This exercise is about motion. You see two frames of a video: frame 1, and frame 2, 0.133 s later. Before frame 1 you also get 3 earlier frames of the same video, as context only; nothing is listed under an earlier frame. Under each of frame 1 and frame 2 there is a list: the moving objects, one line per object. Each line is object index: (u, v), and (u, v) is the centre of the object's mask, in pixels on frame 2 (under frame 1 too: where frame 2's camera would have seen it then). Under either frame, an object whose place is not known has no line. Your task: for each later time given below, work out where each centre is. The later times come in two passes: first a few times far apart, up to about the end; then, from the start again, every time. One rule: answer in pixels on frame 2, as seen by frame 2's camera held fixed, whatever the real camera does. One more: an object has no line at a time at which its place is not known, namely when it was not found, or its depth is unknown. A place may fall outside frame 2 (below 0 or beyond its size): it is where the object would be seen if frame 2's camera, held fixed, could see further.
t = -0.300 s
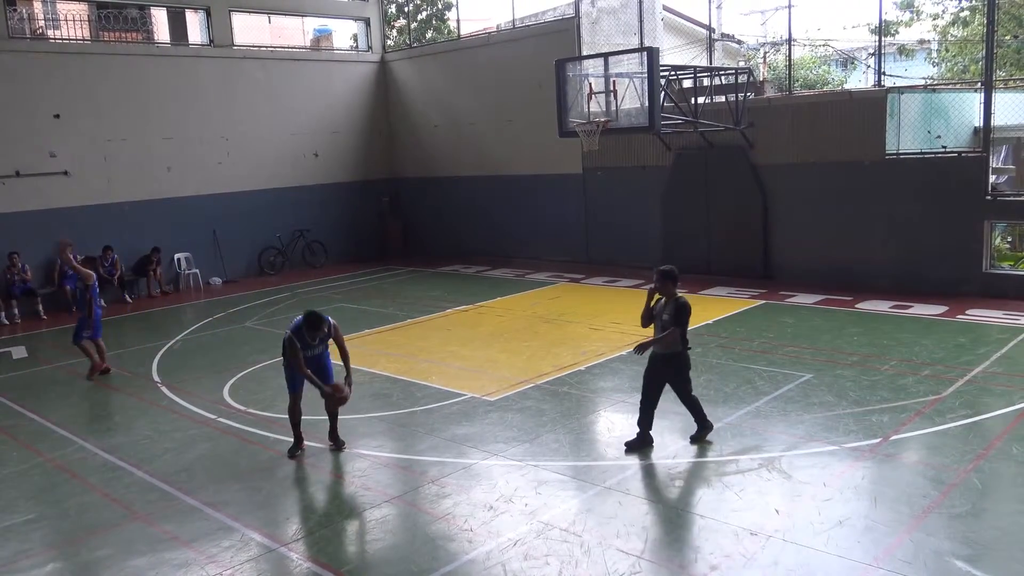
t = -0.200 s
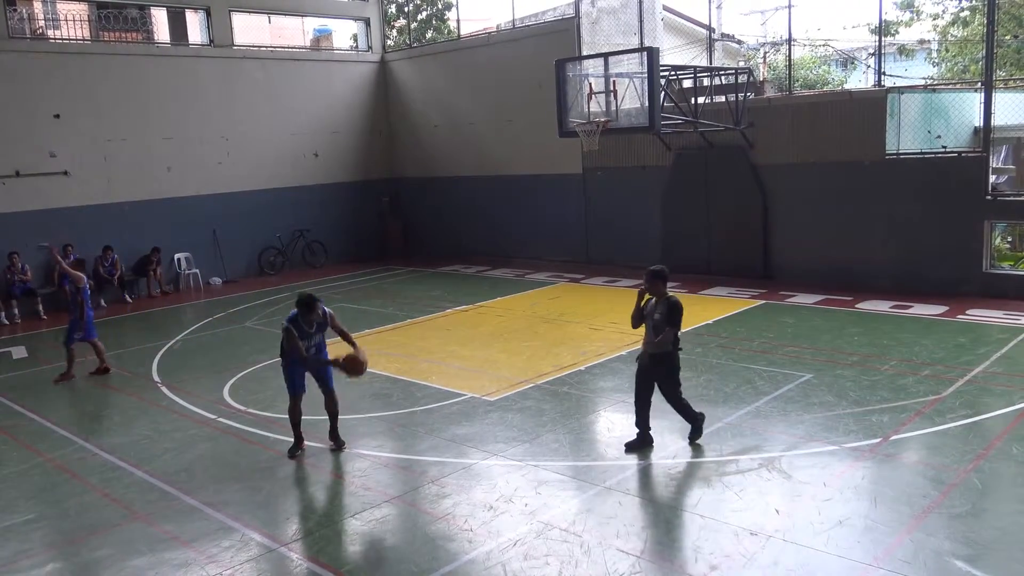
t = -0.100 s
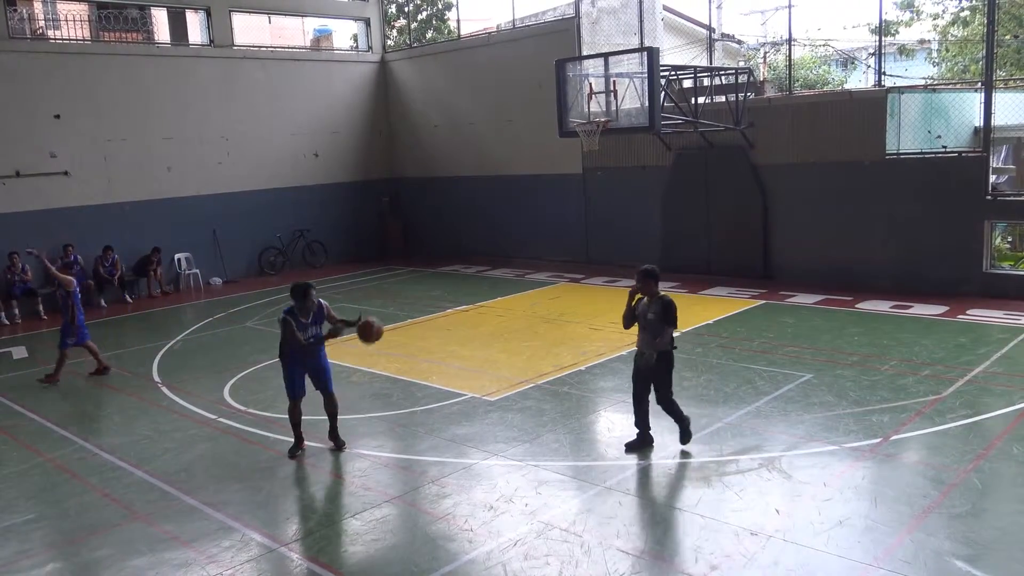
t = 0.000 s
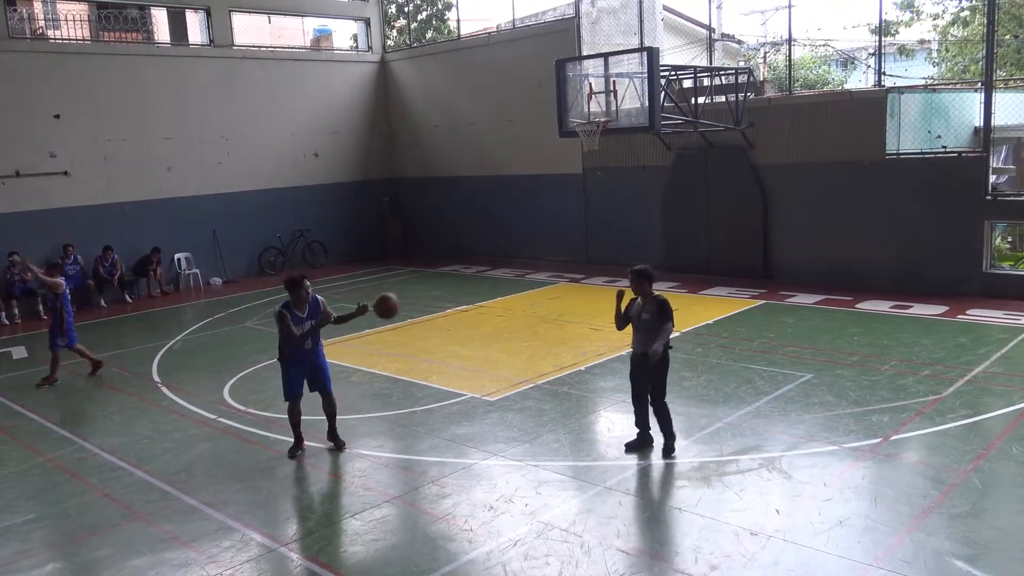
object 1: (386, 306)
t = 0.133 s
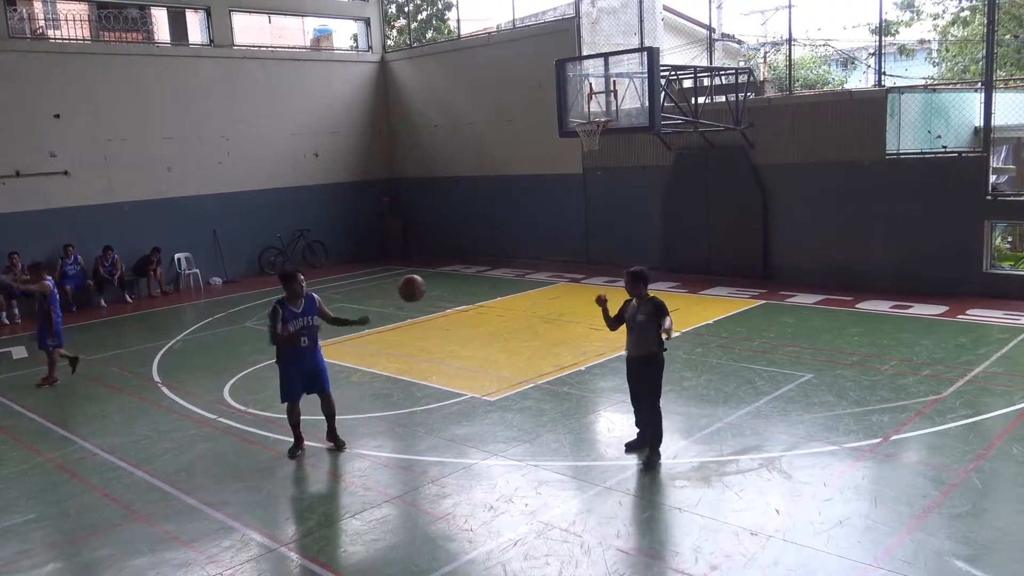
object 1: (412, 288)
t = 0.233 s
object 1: (431, 288)
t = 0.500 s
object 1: (486, 336)
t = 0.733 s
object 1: (542, 445)
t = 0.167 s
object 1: (418, 287)
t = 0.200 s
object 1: (425, 287)
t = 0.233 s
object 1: (431, 288)
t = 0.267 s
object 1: (435, 288)
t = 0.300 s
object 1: (442, 292)
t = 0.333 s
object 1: (449, 296)
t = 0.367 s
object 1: (456, 302)
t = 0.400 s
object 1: (464, 308)
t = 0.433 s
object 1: (471, 316)
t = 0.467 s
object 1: (478, 325)
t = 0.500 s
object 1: (486, 336)
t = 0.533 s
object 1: (494, 347)
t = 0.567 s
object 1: (501, 361)
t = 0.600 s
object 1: (509, 375)
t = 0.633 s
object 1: (516, 391)
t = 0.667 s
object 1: (526, 409)
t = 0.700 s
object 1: (534, 426)
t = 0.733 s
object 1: (542, 445)
